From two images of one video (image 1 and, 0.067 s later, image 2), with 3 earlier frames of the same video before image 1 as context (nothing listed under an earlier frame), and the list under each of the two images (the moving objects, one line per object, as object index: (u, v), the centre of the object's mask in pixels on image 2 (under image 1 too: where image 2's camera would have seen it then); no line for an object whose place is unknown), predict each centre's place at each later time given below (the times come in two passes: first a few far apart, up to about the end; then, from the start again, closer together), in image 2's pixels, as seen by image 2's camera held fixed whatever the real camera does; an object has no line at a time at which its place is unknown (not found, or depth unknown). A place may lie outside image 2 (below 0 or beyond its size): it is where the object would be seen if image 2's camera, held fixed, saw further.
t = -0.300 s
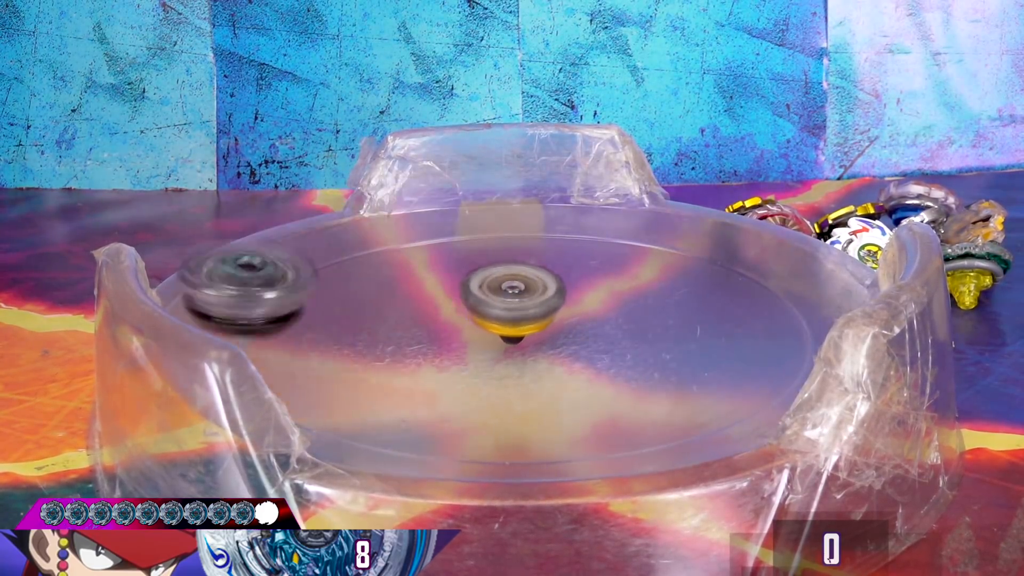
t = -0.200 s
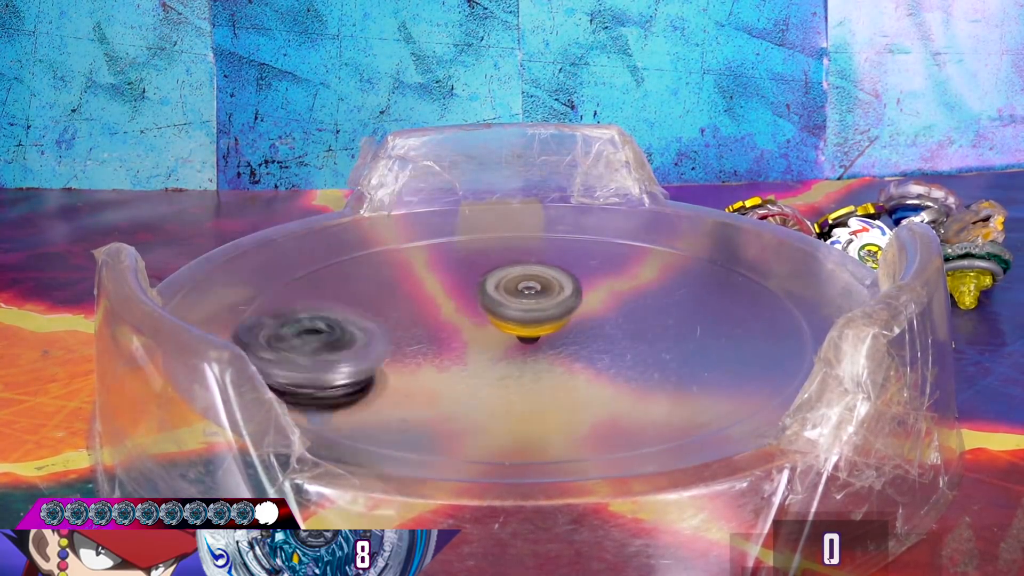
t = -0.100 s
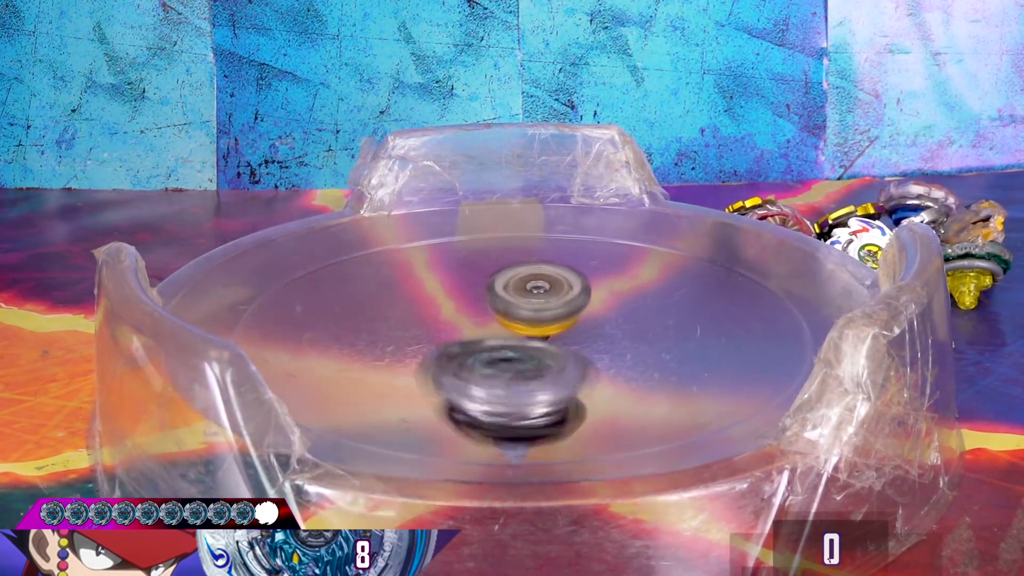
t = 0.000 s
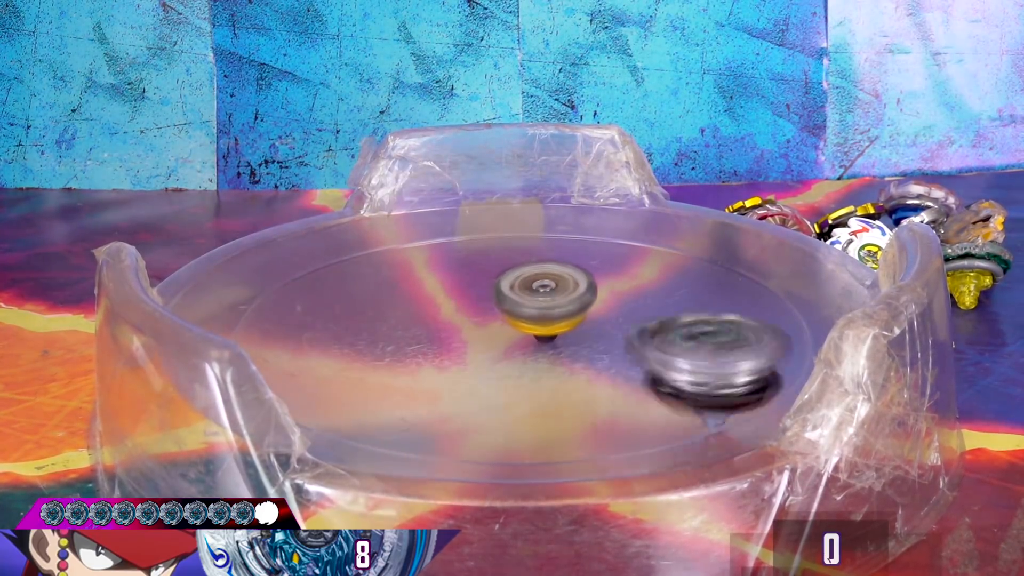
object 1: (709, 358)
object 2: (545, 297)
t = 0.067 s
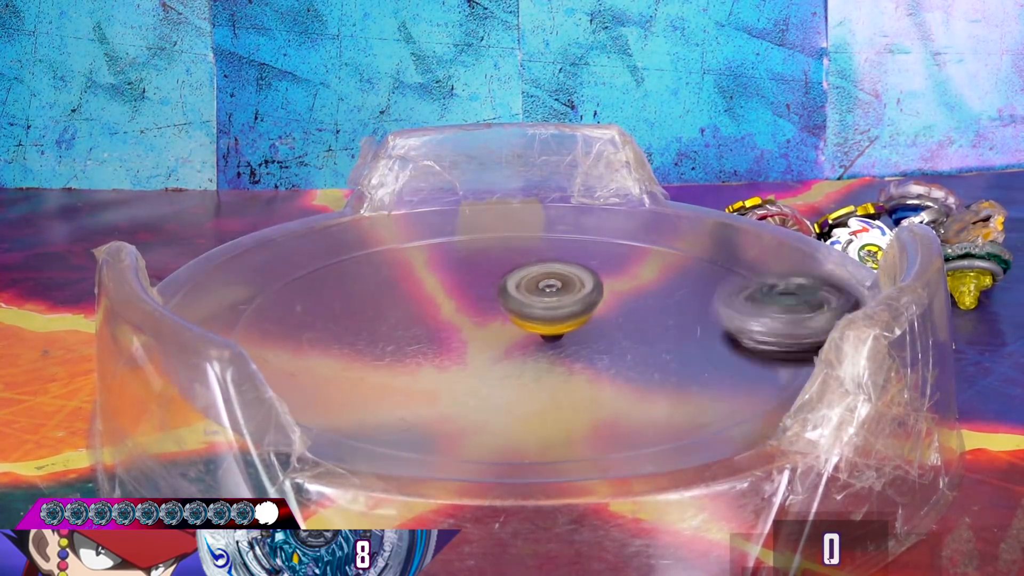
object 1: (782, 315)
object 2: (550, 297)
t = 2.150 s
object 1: (627, 238)
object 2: (504, 315)
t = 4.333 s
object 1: (435, 307)
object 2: (575, 318)
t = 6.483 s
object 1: (595, 293)
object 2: (466, 304)
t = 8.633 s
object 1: (544, 273)
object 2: (421, 321)
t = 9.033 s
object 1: (593, 298)
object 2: (436, 313)
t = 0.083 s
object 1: (792, 302)
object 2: (552, 297)
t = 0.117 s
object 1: (796, 280)
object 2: (554, 297)
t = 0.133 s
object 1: (792, 268)
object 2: (555, 297)
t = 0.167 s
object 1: (768, 242)
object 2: (557, 298)
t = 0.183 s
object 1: (749, 234)
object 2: (559, 298)
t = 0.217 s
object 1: (705, 217)
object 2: (562, 298)
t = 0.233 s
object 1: (680, 210)
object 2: (563, 299)
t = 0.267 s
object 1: (624, 199)
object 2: (566, 299)
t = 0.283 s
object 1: (596, 197)
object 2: (566, 300)
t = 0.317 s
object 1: (538, 193)
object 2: (568, 300)
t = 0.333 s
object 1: (507, 194)
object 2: (569, 300)
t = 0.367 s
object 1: (447, 199)
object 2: (570, 301)
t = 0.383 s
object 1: (420, 202)
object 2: (570, 302)
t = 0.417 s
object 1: (373, 209)
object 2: (569, 304)
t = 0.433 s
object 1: (350, 215)
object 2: (568, 304)
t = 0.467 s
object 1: (308, 230)
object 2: (568, 304)
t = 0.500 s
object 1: (281, 244)
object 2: (568, 305)
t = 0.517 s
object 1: (269, 251)
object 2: (568, 305)
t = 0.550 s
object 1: (249, 271)
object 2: (569, 306)
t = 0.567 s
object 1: (249, 279)
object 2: (569, 307)
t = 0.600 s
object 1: (253, 296)
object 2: (569, 307)
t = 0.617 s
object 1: (255, 305)
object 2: (569, 308)
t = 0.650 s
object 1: (274, 317)
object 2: (569, 309)
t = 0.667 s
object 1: (289, 333)
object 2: (568, 310)
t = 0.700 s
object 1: (328, 350)
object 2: (568, 311)
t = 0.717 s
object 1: (352, 357)
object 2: (567, 311)
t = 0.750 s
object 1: (413, 368)
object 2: (566, 313)
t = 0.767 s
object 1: (445, 372)
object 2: (566, 313)
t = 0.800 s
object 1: (508, 375)
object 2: (566, 309)
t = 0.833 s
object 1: (580, 371)
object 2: (562, 306)
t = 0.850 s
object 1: (610, 367)
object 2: (558, 308)
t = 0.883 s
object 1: (667, 352)
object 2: (557, 319)
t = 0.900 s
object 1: (693, 342)
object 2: (557, 321)
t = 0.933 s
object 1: (728, 316)
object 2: (555, 323)
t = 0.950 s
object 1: (741, 307)
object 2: (554, 323)
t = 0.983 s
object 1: (763, 280)
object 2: (552, 325)
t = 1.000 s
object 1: (764, 272)
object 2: (552, 325)
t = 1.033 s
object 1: (761, 250)
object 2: (551, 326)
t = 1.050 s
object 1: (761, 237)
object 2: (550, 327)
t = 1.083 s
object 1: (740, 224)
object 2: (548, 328)
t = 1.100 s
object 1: (725, 219)
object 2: (547, 328)
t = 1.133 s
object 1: (682, 212)
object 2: (545, 328)
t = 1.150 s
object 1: (663, 209)
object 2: (543, 328)
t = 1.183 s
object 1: (624, 204)
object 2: (541, 330)
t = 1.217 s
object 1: (575, 200)
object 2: (538, 331)
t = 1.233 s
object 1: (555, 197)
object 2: (536, 332)
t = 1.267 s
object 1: (517, 194)
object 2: (533, 333)
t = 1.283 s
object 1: (497, 195)
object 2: (532, 333)
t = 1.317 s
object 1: (462, 198)
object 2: (530, 334)
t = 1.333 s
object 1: (443, 200)
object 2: (529, 334)
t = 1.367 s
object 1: (407, 208)
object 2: (527, 335)
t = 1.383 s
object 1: (396, 210)
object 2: (526, 335)
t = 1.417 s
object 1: (364, 221)
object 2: (524, 335)
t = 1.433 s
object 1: (354, 226)
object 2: (523, 336)
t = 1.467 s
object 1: (338, 235)
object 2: (521, 336)
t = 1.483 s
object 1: (330, 246)
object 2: (520, 336)
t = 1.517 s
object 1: (329, 261)
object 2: (517, 336)
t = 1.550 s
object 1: (329, 280)
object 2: (515, 336)
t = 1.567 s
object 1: (336, 290)
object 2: (514, 336)
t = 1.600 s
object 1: (357, 309)
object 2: (512, 335)
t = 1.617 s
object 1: (371, 320)
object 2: (511, 334)
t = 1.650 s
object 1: (409, 337)
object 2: (517, 335)
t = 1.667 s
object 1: (419, 341)
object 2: (523, 331)
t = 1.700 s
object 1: (452, 358)
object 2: (536, 325)
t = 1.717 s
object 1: (467, 358)
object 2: (539, 319)
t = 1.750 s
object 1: (499, 366)
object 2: (534, 311)
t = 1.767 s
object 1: (521, 367)
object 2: (531, 311)
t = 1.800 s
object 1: (554, 366)
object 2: (525, 310)
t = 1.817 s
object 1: (577, 362)
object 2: (521, 313)
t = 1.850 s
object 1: (609, 358)
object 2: (522, 322)
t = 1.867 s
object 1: (626, 353)
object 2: (523, 323)
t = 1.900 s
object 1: (653, 341)
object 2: (525, 323)
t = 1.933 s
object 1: (678, 328)
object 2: (522, 322)
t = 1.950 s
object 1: (683, 318)
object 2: (522, 321)
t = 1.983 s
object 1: (690, 302)
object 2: (520, 320)
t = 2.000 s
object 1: (689, 291)
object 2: (519, 319)
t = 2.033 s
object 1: (684, 283)
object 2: (516, 318)
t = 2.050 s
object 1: (680, 272)
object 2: (514, 317)
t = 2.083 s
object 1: (662, 262)
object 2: (510, 316)
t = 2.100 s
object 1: (658, 247)
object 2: (509, 316)
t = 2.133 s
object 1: (632, 247)
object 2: (505, 316)
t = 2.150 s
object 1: (627, 238)
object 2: (504, 315)
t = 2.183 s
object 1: (598, 235)
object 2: (502, 317)
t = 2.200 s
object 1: (591, 229)
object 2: (500, 316)
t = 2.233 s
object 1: (563, 229)
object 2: (498, 316)
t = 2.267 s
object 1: (544, 224)
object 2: (496, 315)
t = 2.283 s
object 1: (528, 223)
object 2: (495, 315)
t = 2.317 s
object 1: (510, 227)
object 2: (494, 315)
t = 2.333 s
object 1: (495, 231)
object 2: (493, 315)
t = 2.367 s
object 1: (476, 236)
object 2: (493, 315)
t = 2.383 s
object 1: (461, 238)
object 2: (493, 315)
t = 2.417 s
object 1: (442, 247)
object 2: (493, 315)
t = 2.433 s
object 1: (429, 250)
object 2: (492, 315)
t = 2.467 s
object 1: (414, 262)
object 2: (493, 316)
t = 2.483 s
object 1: (405, 263)
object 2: (496, 317)
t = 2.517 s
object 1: (393, 272)
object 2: (503, 321)
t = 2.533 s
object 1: (388, 275)
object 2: (506, 321)
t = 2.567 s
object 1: (386, 285)
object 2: (511, 321)
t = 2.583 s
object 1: (386, 288)
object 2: (513, 321)
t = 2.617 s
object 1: (390, 300)
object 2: (518, 320)
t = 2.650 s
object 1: (397, 307)
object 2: (523, 319)
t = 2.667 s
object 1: (402, 312)
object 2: (525, 319)
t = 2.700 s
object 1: (412, 317)
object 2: (537, 316)
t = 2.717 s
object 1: (415, 320)
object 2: (547, 316)
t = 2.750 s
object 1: (423, 324)
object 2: (561, 313)
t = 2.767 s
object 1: (429, 326)
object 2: (566, 312)
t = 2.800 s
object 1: (441, 328)
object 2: (573, 310)
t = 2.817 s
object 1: (450, 329)
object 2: (575, 309)
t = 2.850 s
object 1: (465, 329)
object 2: (578, 308)
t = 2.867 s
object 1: (473, 329)
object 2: (580, 306)
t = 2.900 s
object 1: (486, 329)
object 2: (586, 302)
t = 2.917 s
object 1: (490, 328)
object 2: (589, 299)
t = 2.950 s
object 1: (498, 322)
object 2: (594, 295)
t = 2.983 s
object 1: (503, 321)
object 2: (594, 291)
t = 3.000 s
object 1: (508, 323)
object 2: (595, 289)
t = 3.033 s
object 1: (509, 318)
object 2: (599, 284)
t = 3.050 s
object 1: (511, 317)
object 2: (602, 282)
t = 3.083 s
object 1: (509, 315)
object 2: (604, 279)
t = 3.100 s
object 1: (512, 315)
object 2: (605, 278)
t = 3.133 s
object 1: (511, 311)
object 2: (604, 276)
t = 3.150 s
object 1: (513, 313)
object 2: (603, 276)
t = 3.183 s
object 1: (512, 314)
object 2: (602, 275)
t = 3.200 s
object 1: (514, 315)
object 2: (600, 275)
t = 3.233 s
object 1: (505, 309)
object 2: (600, 273)
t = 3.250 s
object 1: (504, 309)
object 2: (603, 271)
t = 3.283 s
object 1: (488, 308)
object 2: (608, 268)
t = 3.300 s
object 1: (485, 309)
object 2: (609, 266)
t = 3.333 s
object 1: (475, 309)
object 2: (608, 265)
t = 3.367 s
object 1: (467, 308)
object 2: (606, 265)
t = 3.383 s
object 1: (468, 310)
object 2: (606, 265)
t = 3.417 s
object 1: (462, 309)
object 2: (604, 265)
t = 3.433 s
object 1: (463, 309)
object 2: (602, 265)
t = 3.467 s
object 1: (462, 310)
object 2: (598, 266)
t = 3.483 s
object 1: (462, 309)
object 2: (597, 267)
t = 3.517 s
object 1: (467, 311)
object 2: (594, 268)
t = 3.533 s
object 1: (463, 308)
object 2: (592, 269)
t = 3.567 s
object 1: (469, 311)
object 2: (588, 272)
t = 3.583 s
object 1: (468, 310)
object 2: (586, 273)
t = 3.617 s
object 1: (473, 308)
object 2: (582, 275)
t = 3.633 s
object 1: (475, 311)
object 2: (580, 277)
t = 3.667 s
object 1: (479, 306)
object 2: (577, 280)
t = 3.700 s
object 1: (485, 308)
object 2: (576, 283)
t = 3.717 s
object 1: (479, 311)
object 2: (578, 281)
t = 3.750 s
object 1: (470, 307)
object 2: (581, 282)
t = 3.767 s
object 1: (468, 309)
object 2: (583, 282)
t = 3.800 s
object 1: (463, 312)
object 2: (584, 283)
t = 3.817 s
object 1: (464, 313)
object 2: (584, 284)
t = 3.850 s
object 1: (461, 310)
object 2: (581, 287)
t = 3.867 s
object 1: (463, 315)
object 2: (579, 289)
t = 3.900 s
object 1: (462, 313)
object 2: (575, 292)
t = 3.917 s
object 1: (460, 309)
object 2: (573, 294)
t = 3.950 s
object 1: (466, 311)
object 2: (571, 298)
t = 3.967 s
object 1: (456, 308)
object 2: (574, 296)
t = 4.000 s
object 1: (447, 309)
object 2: (581, 298)
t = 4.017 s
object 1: (444, 312)
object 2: (583, 298)
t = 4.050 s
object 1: (439, 308)
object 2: (584, 300)
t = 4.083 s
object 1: (436, 308)
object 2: (580, 303)
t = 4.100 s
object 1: (439, 309)
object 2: (579, 304)
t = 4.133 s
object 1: (440, 311)
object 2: (575, 307)
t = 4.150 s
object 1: (445, 315)
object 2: (573, 309)
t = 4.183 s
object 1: (447, 311)
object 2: (569, 311)
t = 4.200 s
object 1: (451, 312)
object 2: (568, 313)
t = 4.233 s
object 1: (447, 312)
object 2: (577, 313)
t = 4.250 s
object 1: (438, 308)
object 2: (579, 314)
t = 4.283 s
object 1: (436, 309)
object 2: (580, 316)
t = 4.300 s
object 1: (436, 309)
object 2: (579, 317)
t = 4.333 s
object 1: (435, 307)
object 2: (575, 318)
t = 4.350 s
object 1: (438, 310)
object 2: (574, 319)
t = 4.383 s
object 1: (437, 308)
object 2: (569, 321)
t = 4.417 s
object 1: (439, 306)
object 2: (567, 322)
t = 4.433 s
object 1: (440, 309)
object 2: (569, 323)
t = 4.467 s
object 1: (435, 306)
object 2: (569, 324)
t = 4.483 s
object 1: (433, 302)
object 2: (567, 325)
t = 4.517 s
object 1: (437, 301)
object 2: (564, 326)
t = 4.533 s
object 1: (436, 303)
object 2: (561, 327)
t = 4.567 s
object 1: (435, 295)
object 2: (558, 328)
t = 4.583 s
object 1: (439, 298)
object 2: (557, 329)
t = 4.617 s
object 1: (436, 294)
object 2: (556, 331)
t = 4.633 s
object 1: (438, 292)
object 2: (557, 331)
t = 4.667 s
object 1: (440, 291)
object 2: (555, 333)
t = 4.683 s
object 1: (435, 286)
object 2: (553, 333)
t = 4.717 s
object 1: (438, 285)
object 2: (549, 334)
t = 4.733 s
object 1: (441, 288)
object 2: (547, 334)
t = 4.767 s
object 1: (443, 284)
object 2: (544, 335)
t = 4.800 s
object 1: (442, 282)
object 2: (547, 337)
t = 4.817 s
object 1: (445, 283)
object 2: (547, 337)
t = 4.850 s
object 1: (445, 284)
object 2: (546, 338)
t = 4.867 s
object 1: (444, 279)
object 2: (544, 337)
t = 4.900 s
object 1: (447, 280)
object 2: (541, 338)
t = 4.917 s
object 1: (448, 283)
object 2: (538, 337)
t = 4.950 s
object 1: (446, 284)
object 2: (542, 339)
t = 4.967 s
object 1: (446, 284)
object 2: (547, 342)
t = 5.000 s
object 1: (441, 281)
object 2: (553, 345)
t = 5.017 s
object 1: (437, 277)
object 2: (555, 346)
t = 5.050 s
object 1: (435, 275)
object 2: (558, 347)
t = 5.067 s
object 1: (434, 274)
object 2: (560, 347)
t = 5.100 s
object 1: (435, 272)
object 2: (561, 347)
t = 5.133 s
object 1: (437, 274)
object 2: (562, 347)
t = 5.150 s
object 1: (442, 272)
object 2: (563, 346)
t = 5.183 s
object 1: (446, 273)
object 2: (563, 346)
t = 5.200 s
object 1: (446, 273)
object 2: (562, 345)
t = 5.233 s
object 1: (453, 273)
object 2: (561, 344)
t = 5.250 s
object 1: (458, 275)
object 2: (560, 344)
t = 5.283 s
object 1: (467, 275)
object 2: (558, 342)
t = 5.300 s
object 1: (474, 276)
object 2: (557, 342)
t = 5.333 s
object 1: (485, 276)
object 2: (555, 341)
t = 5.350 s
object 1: (488, 278)
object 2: (553, 340)
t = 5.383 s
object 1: (497, 276)
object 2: (551, 340)
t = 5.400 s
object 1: (505, 270)
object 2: (551, 342)
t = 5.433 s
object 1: (513, 264)
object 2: (551, 353)
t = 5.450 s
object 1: (512, 263)
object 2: (550, 355)
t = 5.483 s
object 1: (517, 260)
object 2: (549, 357)
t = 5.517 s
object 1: (522, 257)
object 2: (551, 358)
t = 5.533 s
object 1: (528, 256)
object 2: (552, 358)
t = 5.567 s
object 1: (532, 257)
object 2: (553, 358)
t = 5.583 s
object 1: (530, 258)
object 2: (553, 358)
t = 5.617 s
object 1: (534, 260)
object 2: (553, 357)
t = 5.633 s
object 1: (538, 262)
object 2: (553, 357)
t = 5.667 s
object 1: (540, 266)
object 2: (553, 357)
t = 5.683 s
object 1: (539, 267)
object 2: (553, 356)
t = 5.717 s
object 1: (542, 272)
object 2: (552, 355)
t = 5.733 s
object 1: (544, 273)
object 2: (551, 354)
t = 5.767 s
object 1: (547, 278)
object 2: (550, 353)
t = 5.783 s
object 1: (546, 276)
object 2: (549, 352)
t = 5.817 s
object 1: (549, 279)
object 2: (547, 350)
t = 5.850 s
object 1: (553, 280)
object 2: (540, 351)
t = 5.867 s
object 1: (559, 283)
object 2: (536, 352)
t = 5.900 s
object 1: (565, 280)
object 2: (526, 353)
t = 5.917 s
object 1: (565, 276)
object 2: (522, 353)
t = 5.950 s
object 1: (569, 276)
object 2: (518, 351)
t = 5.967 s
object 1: (572, 278)
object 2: (515, 351)
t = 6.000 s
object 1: (574, 279)
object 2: (513, 348)
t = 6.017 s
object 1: (572, 277)
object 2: (510, 347)
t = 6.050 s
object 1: (572, 278)
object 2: (507, 345)
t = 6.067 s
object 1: (576, 281)
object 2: (506, 343)
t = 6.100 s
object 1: (575, 283)
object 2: (503, 340)
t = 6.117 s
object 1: (572, 283)
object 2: (498, 339)
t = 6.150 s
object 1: (576, 281)
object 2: (488, 339)
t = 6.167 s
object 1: (583, 282)
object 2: (485, 338)
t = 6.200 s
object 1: (584, 282)
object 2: (482, 335)
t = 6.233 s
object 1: (584, 282)
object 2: (480, 331)
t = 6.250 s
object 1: (579, 286)
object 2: (480, 330)
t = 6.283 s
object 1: (578, 287)
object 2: (477, 327)
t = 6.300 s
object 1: (583, 287)
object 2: (474, 325)
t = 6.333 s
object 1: (587, 287)
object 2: (471, 321)
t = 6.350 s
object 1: (587, 290)
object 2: (471, 319)
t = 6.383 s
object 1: (587, 291)
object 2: (471, 315)
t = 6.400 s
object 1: (587, 285)
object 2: (471, 313)
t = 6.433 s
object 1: (587, 286)
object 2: (470, 309)
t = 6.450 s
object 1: (590, 293)
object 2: (468, 307)
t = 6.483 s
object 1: (595, 293)
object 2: (466, 304)
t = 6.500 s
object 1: (594, 292)
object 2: (467, 302)
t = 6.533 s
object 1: (594, 294)
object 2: (470, 299)
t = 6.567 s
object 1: (592, 296)
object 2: (473, 295)
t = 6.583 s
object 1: (593, 293)
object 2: (475, 294)
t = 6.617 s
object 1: (590, 296)
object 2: (476, 289)
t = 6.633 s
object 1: (589, 302)
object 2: (476, 286)
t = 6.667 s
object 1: (589, 304)
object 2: (476, 283)
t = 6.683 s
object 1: (588, 302)
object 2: (478, 282)
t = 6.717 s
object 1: (583, 305)
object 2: (483, 278)
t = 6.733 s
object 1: (584, 306)
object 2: (485, 277)
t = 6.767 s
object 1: (580, 306)
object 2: (489, 275)
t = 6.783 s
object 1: (574, 312)
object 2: (492, 274)
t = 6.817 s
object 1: (566, 309)
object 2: (498, 272)
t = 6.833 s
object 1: (568, 308)
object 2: (501, 270)
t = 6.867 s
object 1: (565, 313)
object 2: (506, 267)
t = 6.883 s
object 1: (561, 314)
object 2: (508, 264)
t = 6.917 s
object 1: (561, 314)
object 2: (515, 263)
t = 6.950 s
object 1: (562, 315)
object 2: (522, 264)
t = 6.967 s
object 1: (554, 318)
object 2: (524, 264)
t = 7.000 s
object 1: (550, 320)
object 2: (530, 264)
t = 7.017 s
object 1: (555, 320)
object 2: (533, 265)
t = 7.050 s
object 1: (550, 319)
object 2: (538, 266)
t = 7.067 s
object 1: (553, 319)
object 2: (542, 266)
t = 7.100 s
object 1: (553, 319)
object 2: (548, 267)
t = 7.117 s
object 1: (545, 318)
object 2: (550, 267)
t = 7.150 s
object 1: (542, 318)
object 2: (557, 268)
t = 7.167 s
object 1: (543, 318)
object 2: (560, 270)
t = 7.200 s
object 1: (535, 320)
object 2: (570, 269)
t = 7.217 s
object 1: (539, 322)
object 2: (573, 269)
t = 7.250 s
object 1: (534, 322)
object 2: (578, 268)
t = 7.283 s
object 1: (522, 323)
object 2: (580, 270)
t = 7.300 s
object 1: (521, 325)
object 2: (581, 270)
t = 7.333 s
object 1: (521, 326)
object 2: (581, 272)
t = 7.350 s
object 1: (514, 323)
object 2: (583, 273)
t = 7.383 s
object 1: (511, 323)
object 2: (585, 275)
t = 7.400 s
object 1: (506, 321)
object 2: (585, 277)
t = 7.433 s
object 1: (499, 319)
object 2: (585, 281)
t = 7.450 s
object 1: (501, 324)
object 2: (585, 282)
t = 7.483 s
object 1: (496, 325)
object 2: (586, 286)
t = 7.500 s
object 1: (491, 321)
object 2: (586, 288)
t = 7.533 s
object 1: (488, 318)
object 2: (584, 292)
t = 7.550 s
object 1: (485, 311)
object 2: (584, 295)
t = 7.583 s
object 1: (472, 311)
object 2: (588, 295)
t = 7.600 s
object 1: (462, 313)
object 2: (590, 297)
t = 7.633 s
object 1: (445, 303)
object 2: (593, 299)
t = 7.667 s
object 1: (442, 304)
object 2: (590, 302)
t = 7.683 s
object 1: (441, 306)
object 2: (588, 304)
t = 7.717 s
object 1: (437, 297)
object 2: (584, 308)
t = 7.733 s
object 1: (442, 301)
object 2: (581, 309)
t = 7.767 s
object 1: (441, 299)
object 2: (574, 313)
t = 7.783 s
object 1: (440, 298)
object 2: (570, 315)
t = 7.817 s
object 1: (446, 297)
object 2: (565, 320)
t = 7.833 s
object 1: (441, 297)
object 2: (565, 321)
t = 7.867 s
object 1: (439, 290)
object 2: (563, 325)
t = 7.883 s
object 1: (438, 285)
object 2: (560, 326)
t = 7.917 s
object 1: (438, 288)
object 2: (552, 329)
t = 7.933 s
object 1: (443, 286)
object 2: (549, 330)
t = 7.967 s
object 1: (442, 281)
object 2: (541, 332)
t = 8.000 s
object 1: (442, 284)
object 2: (535, 336)
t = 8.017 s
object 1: (445, 278)
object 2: (531, 339)
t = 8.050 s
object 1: (442, 272)
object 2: (523, 341)
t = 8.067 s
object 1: (448, 275)
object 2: (517, 342)
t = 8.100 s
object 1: (448, 270)
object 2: (508, 342)
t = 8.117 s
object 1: (447, 274)
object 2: (503, 342)
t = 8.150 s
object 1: (455, 275)
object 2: (493, 342)
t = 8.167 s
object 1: (456, 271)
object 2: (489, 341)
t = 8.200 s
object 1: (462, 274)
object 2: (481, 342)
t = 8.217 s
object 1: (465, 270)
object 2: (476, 342)
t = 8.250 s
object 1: (468, 279)
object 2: (464, 343)
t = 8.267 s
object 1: (474, 268)
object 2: (458, 342)
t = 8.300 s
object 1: (482, 270)
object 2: (448, 341)
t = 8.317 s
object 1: (485, 269)
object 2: (444, 340)
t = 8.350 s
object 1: (490, 270)
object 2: (440, 338)
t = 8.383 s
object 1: (496, 272)
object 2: (437, 334)
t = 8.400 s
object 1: (495, 272)
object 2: (435, 334)
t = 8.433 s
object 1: (502, 275)
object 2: (431, 330)
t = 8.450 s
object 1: (507, 274)
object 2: (425, 331)
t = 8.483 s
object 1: (514, 275)
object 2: (418, 330)
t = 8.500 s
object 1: (520, 272)
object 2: (416, 329)
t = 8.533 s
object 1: (526, 274)
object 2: (415, 327)
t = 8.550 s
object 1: (533, 273)
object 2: (415, 326)
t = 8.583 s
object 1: (535, 272)
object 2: (417, 324)
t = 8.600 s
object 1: (544, 276)
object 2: (418, 323)
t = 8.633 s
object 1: (544, 273)
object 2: (421, 321)
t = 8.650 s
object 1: (551, 274)
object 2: (423, 320)
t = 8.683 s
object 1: (555, 275)
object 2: (428, 318)
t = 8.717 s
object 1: (556, 278)
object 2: (435, 316)
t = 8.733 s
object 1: (564, 278)
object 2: (438, 315)
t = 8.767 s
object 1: (562, 281)
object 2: (445, 314)
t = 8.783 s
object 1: (570, 281)
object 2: (449, 314)
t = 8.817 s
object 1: (573, 284)
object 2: (446, 312)
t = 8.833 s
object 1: (590, 283)
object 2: (436, 312)
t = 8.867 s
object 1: (596, 283)
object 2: (425, 310)
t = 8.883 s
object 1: (606, 285)
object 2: (421, 310)
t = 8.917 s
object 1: (606, 285)
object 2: (422, 310)
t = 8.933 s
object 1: (611, 289)
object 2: (425, 310)
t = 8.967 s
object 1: (605, 290)
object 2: (428, 311)
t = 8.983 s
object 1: (607, 294)
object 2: (430, 312)
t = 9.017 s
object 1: (596, 297)
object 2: (434, 312)
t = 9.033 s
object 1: (593, 298)
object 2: (436, 313)
